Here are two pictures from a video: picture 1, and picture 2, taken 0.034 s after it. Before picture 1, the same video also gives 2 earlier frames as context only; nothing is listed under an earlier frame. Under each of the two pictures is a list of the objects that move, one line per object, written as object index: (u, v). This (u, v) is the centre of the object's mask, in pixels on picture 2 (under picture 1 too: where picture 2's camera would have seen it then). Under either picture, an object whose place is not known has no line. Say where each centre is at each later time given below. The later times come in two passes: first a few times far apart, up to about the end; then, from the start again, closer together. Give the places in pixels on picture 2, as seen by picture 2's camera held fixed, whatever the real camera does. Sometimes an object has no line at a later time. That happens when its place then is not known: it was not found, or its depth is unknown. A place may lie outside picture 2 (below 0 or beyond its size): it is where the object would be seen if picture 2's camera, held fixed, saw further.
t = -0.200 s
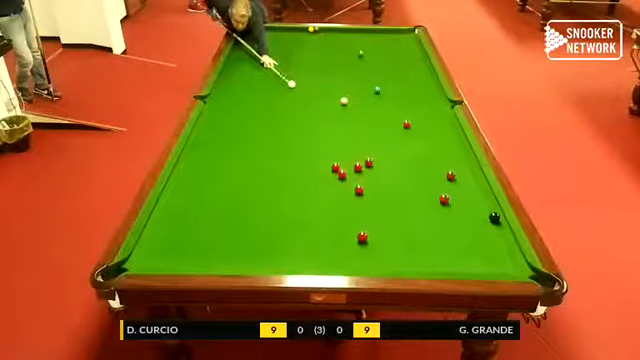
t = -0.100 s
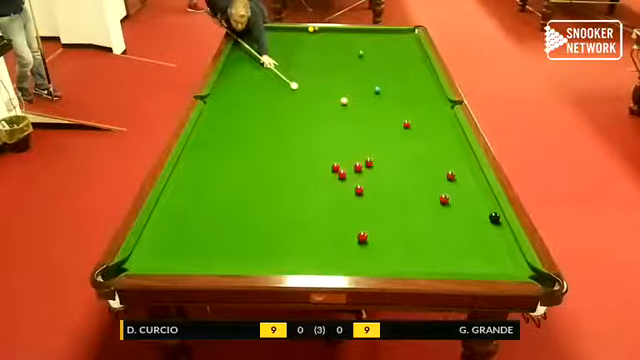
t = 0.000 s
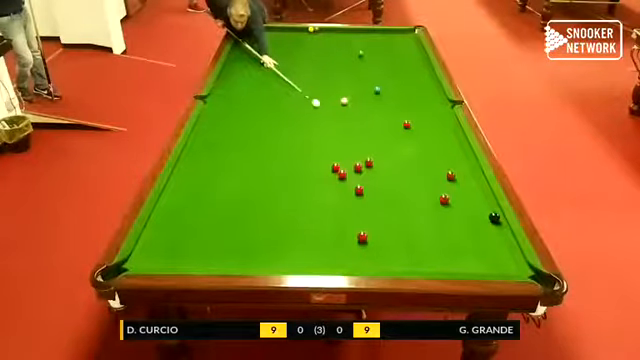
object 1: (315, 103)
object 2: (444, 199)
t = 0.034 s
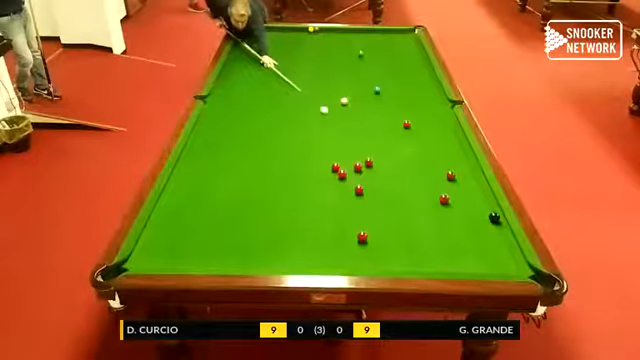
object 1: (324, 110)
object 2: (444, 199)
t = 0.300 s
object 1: (391, 161)
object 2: (444, 199)
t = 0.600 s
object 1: (431, 208)
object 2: (485, 216)
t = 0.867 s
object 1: (431, 237)
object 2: (489, 218)
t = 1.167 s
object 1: (430, 264)
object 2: (495, 222)
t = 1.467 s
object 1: (431, 245)
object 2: (499, 226)
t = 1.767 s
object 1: (432, 229)
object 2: (502, 228)
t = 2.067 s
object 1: (433, 216)
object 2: (504, 230)
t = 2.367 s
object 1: (435, 204)
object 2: (505, 230)
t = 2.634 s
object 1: (435, 195)
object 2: (505, 231)
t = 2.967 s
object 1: (437, 186)
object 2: (505, 231)
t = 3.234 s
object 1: (437, 180)
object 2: (505, 230)
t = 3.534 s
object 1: (439, 173)
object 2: (505, 230)
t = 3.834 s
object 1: (439, 168)
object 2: (505, 231)
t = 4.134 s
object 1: (441, 164)
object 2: (505, 231)
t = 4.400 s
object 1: (441, 161)
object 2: (505, 231)
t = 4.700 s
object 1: (441, 159)
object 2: (505, 231)
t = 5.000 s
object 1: (442, 157)
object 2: (505, 231)
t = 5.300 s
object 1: (443, 156)
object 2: (505, 230)
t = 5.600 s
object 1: (442, 156)
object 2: (505, 231)
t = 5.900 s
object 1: (443, 156)
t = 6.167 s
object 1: (443, 156)
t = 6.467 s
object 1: (443, 156)
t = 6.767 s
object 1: (443, 156)
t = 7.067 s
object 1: (443, 156)
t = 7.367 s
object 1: (443, 156)
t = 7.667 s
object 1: (443, 156)
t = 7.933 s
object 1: (443, 156)
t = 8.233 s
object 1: (443, 156)
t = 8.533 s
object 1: (443, 156)
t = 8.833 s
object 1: (443, 156)
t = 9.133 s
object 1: (443, 156)
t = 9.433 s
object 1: (443, 156)
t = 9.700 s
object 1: (443, 156)
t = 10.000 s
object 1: (443, 156)
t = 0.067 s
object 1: (331, 115)
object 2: (444, 199)
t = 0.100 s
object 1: (339, 121)
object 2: (444, 199)
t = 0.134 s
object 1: (347, 127)
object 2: (444, 199)
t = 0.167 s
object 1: (356, 134)
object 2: (444, 199)
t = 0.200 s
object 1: (365, 140)
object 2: (444, 199)
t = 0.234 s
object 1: (373, 147)
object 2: (444, 199)
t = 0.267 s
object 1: (381, 154)
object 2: (444, 199)
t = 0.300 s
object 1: (391, 161)
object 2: (444, 199)
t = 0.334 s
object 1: (399, 168)
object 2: (444, 199)
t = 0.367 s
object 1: (408, 175)
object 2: (444, 199)
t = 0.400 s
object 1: (416, 182)
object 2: (444, 199)
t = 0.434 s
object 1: (426, 188)
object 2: (444, 199)
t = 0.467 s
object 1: (434, 195)
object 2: (445, 199)
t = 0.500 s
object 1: (433, 199)
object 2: (456, 204)
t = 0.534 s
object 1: (432, 202)
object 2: (467, 208)
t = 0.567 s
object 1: (431, 204)
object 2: (476, 211)
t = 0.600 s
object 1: (431, 208)
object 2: (485, 216)
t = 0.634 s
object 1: (431, 211)
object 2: (485, 216)
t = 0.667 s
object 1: (431, 214)
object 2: (485, 216)
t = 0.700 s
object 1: (431, 218)
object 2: (485, 216)
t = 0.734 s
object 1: (431, 222)
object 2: (486, 217)
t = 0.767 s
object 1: (431, 226)
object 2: (487, 218)
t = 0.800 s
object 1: (431, 229)
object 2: (488, 218)
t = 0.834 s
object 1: (431, 233)
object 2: (489, 218)
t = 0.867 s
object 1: (431, 237)
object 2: (489, 218)
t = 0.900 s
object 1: (430, 241)
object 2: (490, 219)
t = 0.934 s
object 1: (430, 245)
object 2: (491, 220)
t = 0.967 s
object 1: (430, 249)
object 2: (491, 220)
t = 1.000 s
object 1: (430, 253)
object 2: (491, 220)
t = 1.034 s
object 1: (430, 257)
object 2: (493, 221)
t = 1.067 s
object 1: (430, 261)
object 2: (493, 221)
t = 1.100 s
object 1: (430, 264)
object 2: (493, 222)
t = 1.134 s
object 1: (430, 267)
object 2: (494, 222)
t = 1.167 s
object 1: (430, 264)
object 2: (495, 222)
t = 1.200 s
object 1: (431, 262)
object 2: (495, 223)
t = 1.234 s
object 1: (431, 259)
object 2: (495, 223)
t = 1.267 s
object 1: (431, 257)
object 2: (497, 223)
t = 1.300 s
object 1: (431, 255)
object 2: (497, 224)
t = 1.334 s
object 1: (431, 253)
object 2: (498, 224)
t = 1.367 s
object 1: (431, 251)
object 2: (498, 225)
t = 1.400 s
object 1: (431, 249)
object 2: (498, 225)
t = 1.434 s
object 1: (431, 247)
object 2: (499, 225)
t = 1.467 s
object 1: (431, 245)
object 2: (499, 226)
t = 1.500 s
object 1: (431, 243)
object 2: (500, 226)
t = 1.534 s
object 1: (432, 241)
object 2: (499, 226)
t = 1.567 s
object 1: (432, 239)
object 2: (500, 226)
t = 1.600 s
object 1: (432, 238)
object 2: (500, 226)
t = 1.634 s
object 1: (432, 236)
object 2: (501, 227)
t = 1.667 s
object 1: (432, 234)
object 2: (501, 228)
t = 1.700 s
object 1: (432, 233)
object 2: (502, 228)
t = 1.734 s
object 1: (432, 231)
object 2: (502, 228)
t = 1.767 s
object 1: (432, 229)
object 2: (502, 228)
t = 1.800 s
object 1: (432, 228)
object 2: (503, 229)
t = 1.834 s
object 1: (433, 226)
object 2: (503, 229)
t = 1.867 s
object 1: (433, 225)
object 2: (503, 229)
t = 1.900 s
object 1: (433, 223)
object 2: (503, 229)
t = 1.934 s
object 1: (433, 221)
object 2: (503, 229)
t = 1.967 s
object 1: (433, 220)
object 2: (504, 230)
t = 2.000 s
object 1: (433, 219)
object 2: (504, 230)
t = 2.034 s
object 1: (433, 217)
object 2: (504, 230)
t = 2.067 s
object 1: (433, 216)
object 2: (504, 230)
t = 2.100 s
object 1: (433, 214)
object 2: (505, 230)
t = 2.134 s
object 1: (434, 214)
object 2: (505, 230)
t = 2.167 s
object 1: (433, 212)
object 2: (505, 230)
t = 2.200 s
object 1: (433, 211)
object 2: (505, 230)
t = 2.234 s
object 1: (434, 209)
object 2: (505, 230)
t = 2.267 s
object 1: (434, 208)
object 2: (505, 230)
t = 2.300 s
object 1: (434, 207)
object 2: (505, 230)
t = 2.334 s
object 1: (434, 206)
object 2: (505, 230)
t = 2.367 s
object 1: (435, 204)
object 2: (505, 230)
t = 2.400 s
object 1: (434, 203)
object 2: (505, 230)
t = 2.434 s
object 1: (435, 202)
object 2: (505, 231)
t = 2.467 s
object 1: (435, 201)
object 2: (505, 230)
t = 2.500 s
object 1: (435, 200)
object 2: (505, 231)
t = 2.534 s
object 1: (435, 198)
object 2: (505, 231)
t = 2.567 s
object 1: (435, 197)
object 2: (505, 231)
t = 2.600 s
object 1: (435, 196)
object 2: (505, 231)
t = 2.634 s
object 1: (435, 195)
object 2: (505, 231)
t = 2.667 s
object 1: (435, 194)
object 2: (505, 231)
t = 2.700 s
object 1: (435, 193)
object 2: (505, 231)
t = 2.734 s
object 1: (435, 193)
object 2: (505, 231)
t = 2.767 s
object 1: (436, 192)
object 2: (505, 231)
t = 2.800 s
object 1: (436, 191)
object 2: (505, 231)
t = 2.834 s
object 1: (436, 190)
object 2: (505, 231)
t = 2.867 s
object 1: (436, 189)
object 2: (505, 231)
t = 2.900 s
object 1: (437, 187)
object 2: (505, 231)
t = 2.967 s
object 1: (437, 186)
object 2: (505, 231)
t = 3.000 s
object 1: (437, 185)
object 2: (505, 231)
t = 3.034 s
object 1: (437, 185)
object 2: (505, 231)
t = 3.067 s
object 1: (437, 183)
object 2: (505, 231)
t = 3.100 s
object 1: (437, 183)
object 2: (505, 231)
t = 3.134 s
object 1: (437, 182)
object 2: (505, 231)
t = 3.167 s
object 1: (437, 181)
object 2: (505, 230)
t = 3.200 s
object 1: (437, 181)
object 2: (505, 230)
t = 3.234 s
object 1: (437, 180)
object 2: (505, 230)
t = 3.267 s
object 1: (438, 179)
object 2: (505, 230)
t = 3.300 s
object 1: (438, 178)
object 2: (505, 230)
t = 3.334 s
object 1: (438, 178)
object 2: (505, 230)
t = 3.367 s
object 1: (438, 177)
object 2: (505, 230)
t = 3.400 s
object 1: (438, 176)
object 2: (505, 230)
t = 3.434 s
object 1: (438, 175)
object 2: (505, 230)
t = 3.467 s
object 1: (439, 175)
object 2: (505, 230)
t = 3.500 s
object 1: (439, 174)
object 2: (505, 230)
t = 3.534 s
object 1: (439, 173)
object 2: (505, 230)
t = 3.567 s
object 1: (439, 173)
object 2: (505, 230)
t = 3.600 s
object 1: (439, 172)
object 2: (505, 230)
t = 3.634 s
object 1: (439, 172)
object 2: (505, 230)
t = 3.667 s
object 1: (439, 171)
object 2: (505, 230)
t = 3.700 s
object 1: (439, 170)
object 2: (505, 230)
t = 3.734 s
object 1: (439, 170)
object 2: (505, 231)
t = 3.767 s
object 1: (439, 170)
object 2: (505, 231)
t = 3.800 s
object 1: (439, 169)
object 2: (505, 231)
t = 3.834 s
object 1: (439, 168)
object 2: (505, 231)
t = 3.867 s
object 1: (440, 167)
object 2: (505, 231)
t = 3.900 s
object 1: (440, 167)
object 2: (505, 230)
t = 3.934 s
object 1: (440, 167)
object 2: (505, 230)
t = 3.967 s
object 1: (440, 166)
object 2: (505, 231)
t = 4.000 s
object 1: (440, 166)
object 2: (505, 231)
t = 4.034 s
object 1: (440, 165)
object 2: (505, 231)
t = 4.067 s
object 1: (441, 165)
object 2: (505, 231)
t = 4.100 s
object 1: (440, 164)
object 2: (505, 231)
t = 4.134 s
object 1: (441, 164)
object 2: (505, 231)
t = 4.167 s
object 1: (441, 164)
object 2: (505, 231)
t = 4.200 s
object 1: (441, 164)
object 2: (505, 231)
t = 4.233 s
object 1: (440, 163)
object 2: (505, 231)
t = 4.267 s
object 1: (440, 163)
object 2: (505, 231)
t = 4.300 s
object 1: (440, 163)
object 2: (505, 231)
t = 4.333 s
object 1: (441, 162)
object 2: (505, 231)
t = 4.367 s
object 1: (441, 162)
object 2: (505, 231)
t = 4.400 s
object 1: (441, 161)
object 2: (505, 231)
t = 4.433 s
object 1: (441, 161)
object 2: (505, 231)
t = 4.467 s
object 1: (441, 160)
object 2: (505, 231)
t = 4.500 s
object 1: (441, 160)
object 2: (505, 231)
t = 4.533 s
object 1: (441, 160)
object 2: (505, 231)
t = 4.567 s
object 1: (441, 159)
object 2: (505, 231)
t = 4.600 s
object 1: (441, 160)
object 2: (505, 231)
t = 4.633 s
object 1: (441, 159)
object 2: (505, 231)
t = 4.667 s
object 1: (441, 159)
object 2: (505, 231)
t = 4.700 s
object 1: (441, 159)
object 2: (505, 231)
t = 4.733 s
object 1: (441, 159)
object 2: (505, 231)
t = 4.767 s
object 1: (442, 158)
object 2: (505, 231)
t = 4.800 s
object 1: (442, 158)
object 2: (505, 231)
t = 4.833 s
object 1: (442, 158)
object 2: (505, 231)
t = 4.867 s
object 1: (442, 157)
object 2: (505, 231)
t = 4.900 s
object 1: (442, 157)
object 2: (505, 231)
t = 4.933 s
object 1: (442, 157)
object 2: (505, 231)
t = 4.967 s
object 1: (442, 157)
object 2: (505, 231)
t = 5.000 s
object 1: (442, 157)
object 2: (505, 231)
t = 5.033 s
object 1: (442, 157)
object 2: (505, 231)
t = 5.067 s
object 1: (442, 157)
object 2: (505, 231)
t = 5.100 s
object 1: (442, 157)
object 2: (505, 231)
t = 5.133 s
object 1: (442, 157)
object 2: (505, 231)
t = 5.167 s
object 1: (442, 157)
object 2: (505, 231)
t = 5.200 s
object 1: (442, 157)
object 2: (505, 231)
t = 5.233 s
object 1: (442, 157)
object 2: (505, 231)
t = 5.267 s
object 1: (442, 157)
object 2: (505, 231)
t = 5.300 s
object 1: (443, 156)
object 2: (505, 230)
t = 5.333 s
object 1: (443, 156)
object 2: (505, 231)
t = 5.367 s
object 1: (443, 156)
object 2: (505, 231)
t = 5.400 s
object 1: (443, 156)
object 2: (505, 231)
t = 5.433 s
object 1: (442, 156)
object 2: (505, 231)
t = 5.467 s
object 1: (442, 156)
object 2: (505, 231)
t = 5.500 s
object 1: (442, 156)
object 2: (505, 231)
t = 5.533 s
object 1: (442, 156)
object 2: (505, 231)
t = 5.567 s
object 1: (442, 156)
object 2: (505, 231)
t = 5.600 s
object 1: (442, 156)
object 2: (505, 231)
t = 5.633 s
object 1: (442, 156)
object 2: (505, 231)
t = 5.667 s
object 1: (442, 156)
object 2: (505, 231)
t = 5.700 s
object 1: (442, 156)
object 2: (505, 231)
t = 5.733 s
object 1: (442, 156)
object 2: (505, 231)
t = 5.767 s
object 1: (442, 156)
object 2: (505, 231)
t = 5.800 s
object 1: (442, 156)
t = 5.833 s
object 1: (443, 156)
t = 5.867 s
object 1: (443, 156)
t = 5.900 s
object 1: (443, 156)
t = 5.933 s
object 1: (443, 156)
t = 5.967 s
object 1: (443, 156)
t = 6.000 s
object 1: (443, 156)
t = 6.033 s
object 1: (443, 156)
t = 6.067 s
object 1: (443, 156)
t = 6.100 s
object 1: (443, 156)
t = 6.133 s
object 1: (443, 156)
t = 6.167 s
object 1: (443, 156)
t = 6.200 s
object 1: (443, 156)
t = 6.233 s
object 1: (443, 156)
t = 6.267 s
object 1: (443, 156)
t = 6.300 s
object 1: (443, 156)
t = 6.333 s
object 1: (443, 156)
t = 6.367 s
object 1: (443, 156)
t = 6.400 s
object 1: (443, 156)
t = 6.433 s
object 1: (443, 156)
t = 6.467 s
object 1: (443, 156)
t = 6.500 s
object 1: (443, 156)
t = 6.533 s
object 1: (443, 156)
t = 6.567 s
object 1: (443, 156)
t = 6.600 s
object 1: (443, 156)
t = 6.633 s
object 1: (443, 156)
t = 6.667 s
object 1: (443, 156)
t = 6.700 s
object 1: (443, 156)
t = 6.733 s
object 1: (443, 156)
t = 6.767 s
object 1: (443, 156)
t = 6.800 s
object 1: (443, 156)
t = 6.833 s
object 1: (443, 156)
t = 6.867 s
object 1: (443, 156)
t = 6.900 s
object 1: (443, 156)
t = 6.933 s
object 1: (443, 156)
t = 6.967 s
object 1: (443, 156)
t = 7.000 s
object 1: (443, 156)
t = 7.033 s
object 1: (443, 156)
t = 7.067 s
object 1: (443, 156)
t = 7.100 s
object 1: (443, 156)
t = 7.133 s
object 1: (443, 156)
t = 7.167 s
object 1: (443, 156)
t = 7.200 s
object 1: (443, 156)
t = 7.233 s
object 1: (443, 156)
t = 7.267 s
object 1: (443, 156)
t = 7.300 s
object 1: (443, 156)
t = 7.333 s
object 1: (443, 156)
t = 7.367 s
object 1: (443, 156)
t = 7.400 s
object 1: (443, 156)
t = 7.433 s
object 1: (443, 156)
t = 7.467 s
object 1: (443, 156)
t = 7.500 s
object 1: (443, 156)
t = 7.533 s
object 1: (443, 156)
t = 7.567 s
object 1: (443, 156)
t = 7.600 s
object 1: (443, 156)
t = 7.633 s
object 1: (443, 156)
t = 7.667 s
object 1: (443, 156)
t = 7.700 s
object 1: (443, 156)
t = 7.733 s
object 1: (443, 156)
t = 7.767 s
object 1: (443, 156)
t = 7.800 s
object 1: (443, 156)
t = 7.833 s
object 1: (443, 156)
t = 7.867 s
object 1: (443, 156)
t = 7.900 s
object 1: (443, 156)
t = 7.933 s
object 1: (443, 156)
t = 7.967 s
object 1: (443, 156)
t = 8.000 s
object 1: (443, 156)
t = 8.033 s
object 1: (443, 156)
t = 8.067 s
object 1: (443, 156)
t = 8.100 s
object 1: (443, 156)
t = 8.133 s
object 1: (443, 156)
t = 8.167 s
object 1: (443, 156)
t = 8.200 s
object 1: (443, 156)
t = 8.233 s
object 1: (443, 156)
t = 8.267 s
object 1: (443, 156)
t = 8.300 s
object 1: (443, 156)
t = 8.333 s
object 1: (443, 156)
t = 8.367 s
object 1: (443, 156)
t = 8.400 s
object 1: (443, 156)
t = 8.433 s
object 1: (443, 156)
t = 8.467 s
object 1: (443, 156)
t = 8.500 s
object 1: (443, 156)
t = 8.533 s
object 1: (443, 156)
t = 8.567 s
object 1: (443, 156)
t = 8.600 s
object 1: (443, 156)
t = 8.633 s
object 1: (443, 156)
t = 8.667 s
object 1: (443, 156)
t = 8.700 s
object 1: (443, 156)
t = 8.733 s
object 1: (443, 156)
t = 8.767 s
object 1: (443, 156)
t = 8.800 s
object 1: (443, 156)
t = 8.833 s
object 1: (443, 156)
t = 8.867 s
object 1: (443, 156)
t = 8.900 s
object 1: (443, 156)
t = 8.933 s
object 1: (443, 156)
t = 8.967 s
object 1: (443, 156)
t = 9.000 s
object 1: (443, 156)
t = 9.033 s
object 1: (443, 156)
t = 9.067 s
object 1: (443, 156)
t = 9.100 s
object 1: (443, 156)
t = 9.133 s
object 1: (443, 156)
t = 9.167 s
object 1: (443, 156)
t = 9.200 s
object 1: (443, 156)
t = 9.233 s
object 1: (443, 156)
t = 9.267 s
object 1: (443, 156)
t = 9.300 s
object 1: (443, 156)
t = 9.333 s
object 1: (443, 156)
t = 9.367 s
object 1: (443, 156)
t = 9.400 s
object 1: (443, 156)
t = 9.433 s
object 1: (443, 156)
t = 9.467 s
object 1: (443, 156)
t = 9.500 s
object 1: (443, 156)
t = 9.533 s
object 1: (443, 156)
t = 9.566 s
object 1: (443, 156)
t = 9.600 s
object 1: (443, 156)
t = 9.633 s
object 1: (443, 156)
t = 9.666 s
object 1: (443, 156)
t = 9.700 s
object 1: (443, 156)
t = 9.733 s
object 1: (443, 156)
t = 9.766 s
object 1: (443, 156)
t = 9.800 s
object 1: (443, 156)
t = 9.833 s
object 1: (443, 156)
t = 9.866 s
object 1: (443, 156)
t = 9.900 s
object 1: (443, 156)
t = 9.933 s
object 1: (443, 156)
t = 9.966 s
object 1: (443, 156)
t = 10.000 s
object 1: (443, 156)
